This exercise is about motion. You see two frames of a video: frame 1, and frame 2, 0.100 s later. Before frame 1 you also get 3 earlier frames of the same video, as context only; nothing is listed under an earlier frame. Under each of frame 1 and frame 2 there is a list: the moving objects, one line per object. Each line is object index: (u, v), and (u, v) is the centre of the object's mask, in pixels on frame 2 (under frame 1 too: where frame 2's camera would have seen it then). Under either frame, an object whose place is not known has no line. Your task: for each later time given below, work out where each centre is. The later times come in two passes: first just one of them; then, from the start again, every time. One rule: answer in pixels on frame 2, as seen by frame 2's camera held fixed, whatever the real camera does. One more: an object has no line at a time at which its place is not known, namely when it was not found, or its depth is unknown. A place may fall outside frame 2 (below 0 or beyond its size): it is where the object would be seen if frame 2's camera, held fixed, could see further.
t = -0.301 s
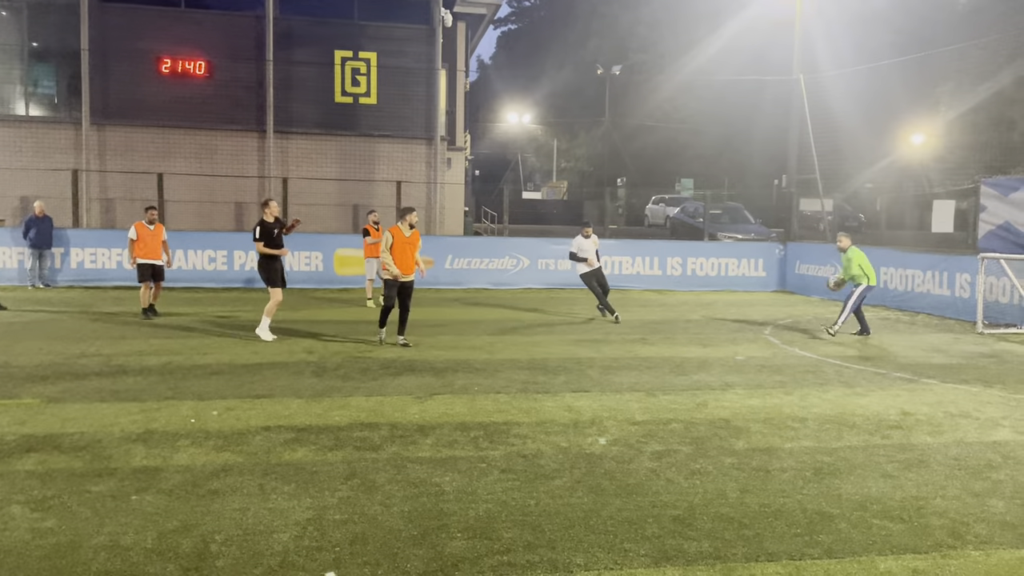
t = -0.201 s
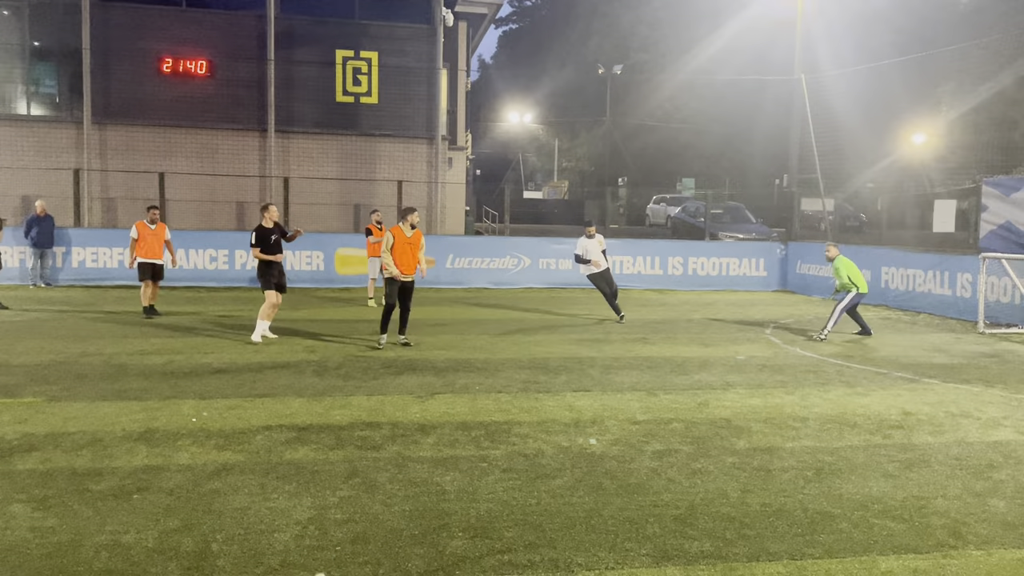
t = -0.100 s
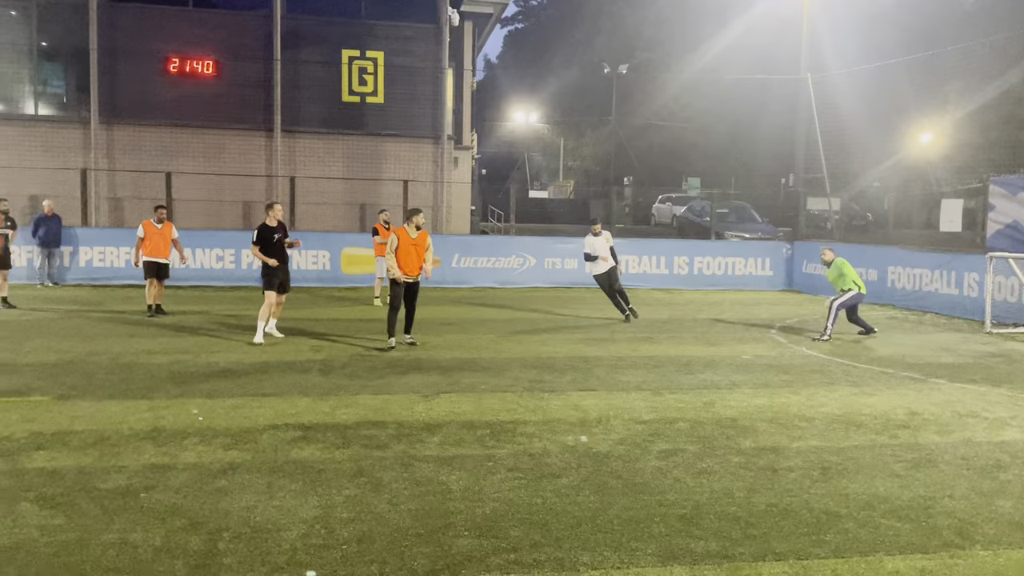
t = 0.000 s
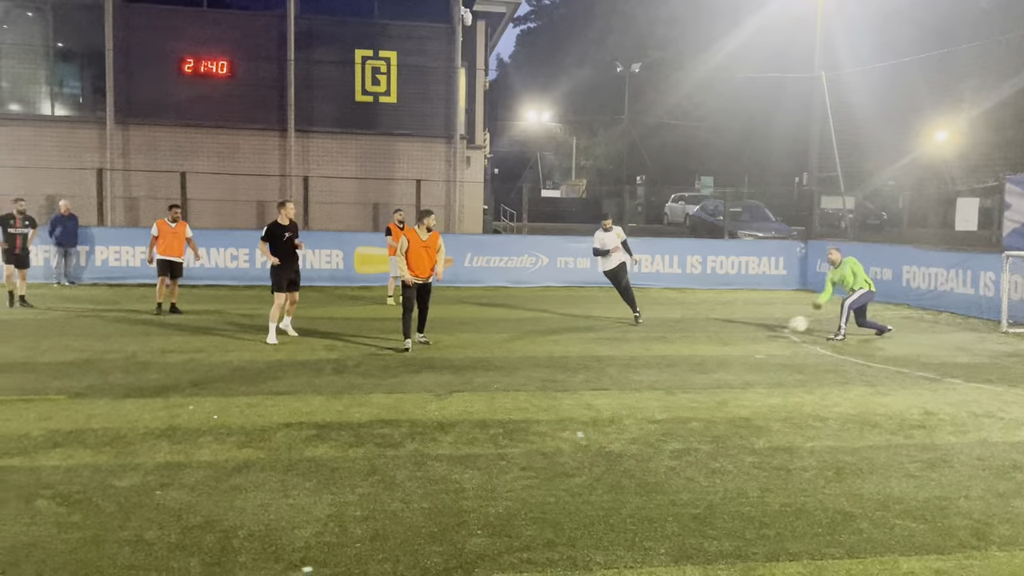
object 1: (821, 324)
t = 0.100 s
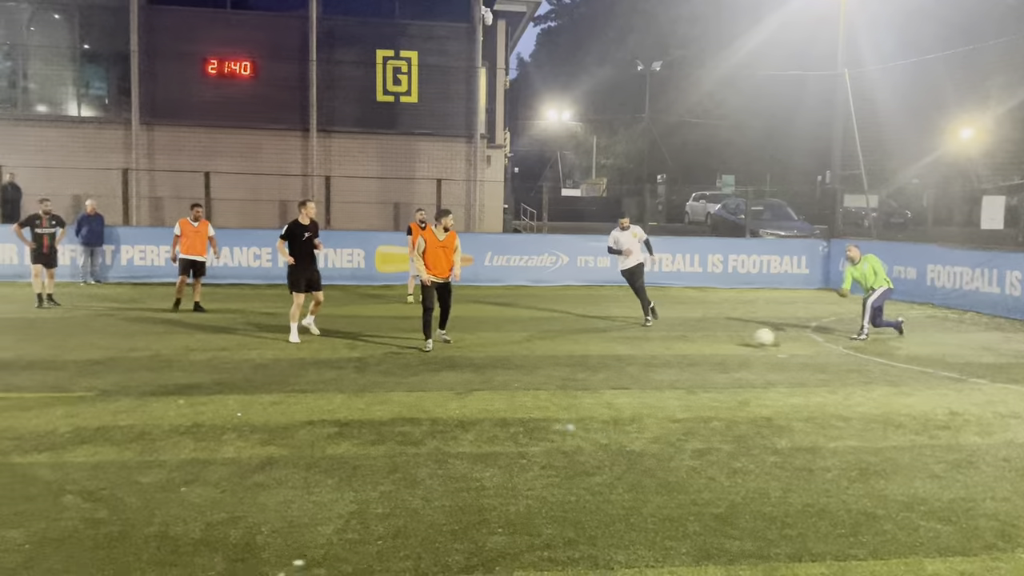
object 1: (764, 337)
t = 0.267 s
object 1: (663, 345)
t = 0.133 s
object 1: (745, 336)
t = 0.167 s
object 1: (726, 337)
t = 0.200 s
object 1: (706, 338)
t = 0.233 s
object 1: (685, 341)
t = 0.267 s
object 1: (663, 345)
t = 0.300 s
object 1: (640, 350)
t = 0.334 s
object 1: (615, 358)
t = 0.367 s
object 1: (589, 365)
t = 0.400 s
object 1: (567, 365)
